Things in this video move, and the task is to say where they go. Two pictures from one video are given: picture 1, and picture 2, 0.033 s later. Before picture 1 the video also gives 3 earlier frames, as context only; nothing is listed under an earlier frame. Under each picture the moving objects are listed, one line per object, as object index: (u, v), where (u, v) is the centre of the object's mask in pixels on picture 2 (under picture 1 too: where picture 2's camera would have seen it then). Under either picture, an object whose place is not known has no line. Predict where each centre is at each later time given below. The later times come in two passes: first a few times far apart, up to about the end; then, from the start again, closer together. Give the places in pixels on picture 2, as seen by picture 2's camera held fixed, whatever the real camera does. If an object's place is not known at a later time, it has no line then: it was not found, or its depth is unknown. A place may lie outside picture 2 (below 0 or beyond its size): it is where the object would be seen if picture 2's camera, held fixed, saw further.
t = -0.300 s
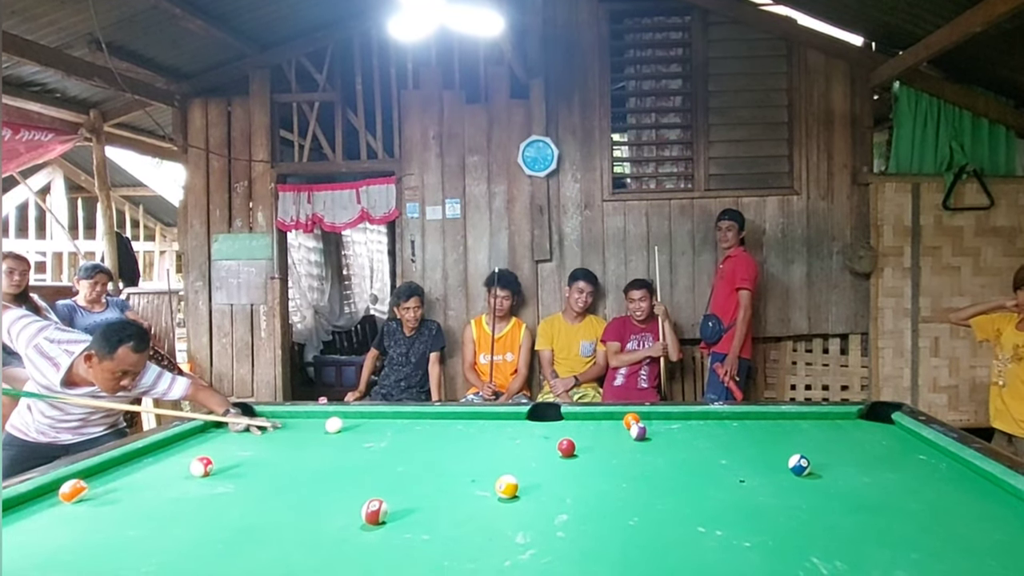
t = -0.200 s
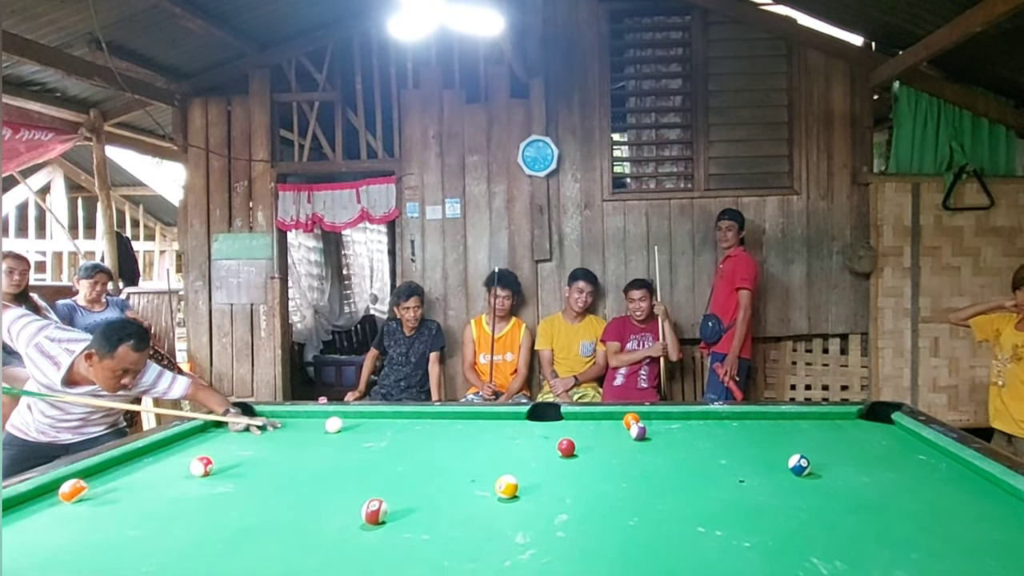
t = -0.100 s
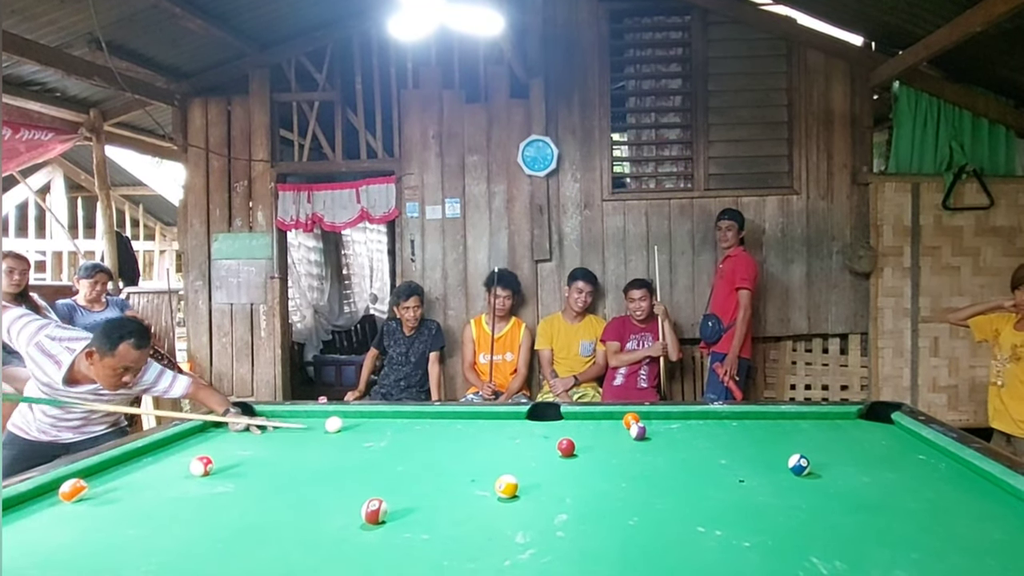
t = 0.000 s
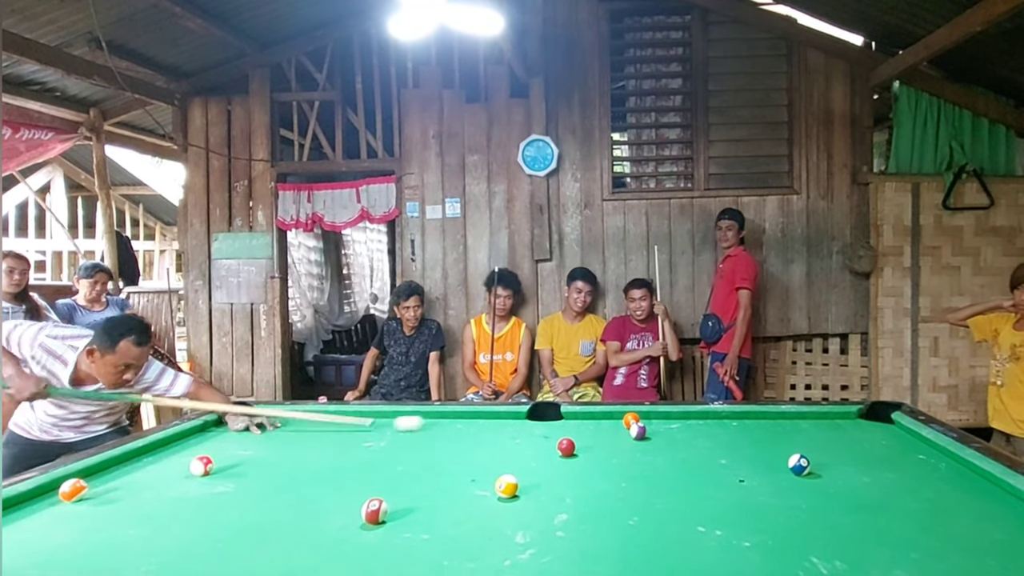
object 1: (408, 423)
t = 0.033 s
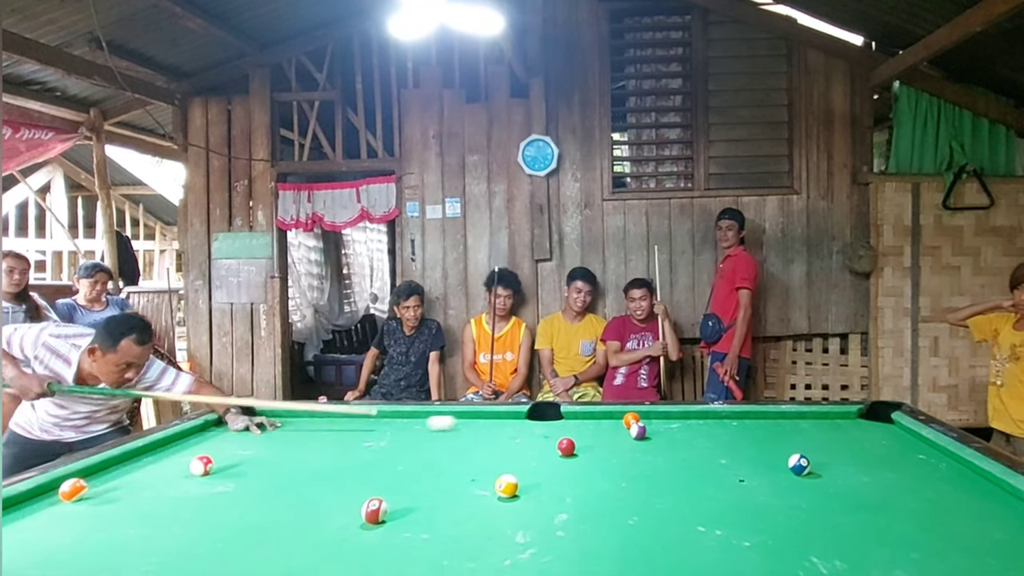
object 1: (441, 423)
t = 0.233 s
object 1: (614, 421)
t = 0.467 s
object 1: (603, 424)
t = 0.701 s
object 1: (588, 427)
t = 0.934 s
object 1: (574, 429)
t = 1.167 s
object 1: (562, 431)
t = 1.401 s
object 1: (550, 434)
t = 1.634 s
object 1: (539, 436)
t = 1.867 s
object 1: (530, 438)
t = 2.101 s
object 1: (522, 439)
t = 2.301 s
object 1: (515, 441)
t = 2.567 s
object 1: (509, 442)
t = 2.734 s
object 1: (506, 442)
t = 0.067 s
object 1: (472, 422)
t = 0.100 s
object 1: (503, 422)
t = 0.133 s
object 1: (534, 422)
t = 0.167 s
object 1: (563, 421)
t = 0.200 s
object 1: (591, 421)
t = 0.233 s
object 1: (614, 421)
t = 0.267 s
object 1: (615, 422)
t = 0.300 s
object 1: (614, 422)
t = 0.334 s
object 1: (612, 423)
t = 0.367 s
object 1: (610, 423)
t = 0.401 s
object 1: (607, 423)
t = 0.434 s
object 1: (605, 424)
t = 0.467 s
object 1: (603, 424)
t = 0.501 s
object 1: (601, 425)
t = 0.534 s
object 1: (599, 425)
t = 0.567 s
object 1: (597, 425)
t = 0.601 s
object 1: (595, 426)
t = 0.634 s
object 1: (592, 426)
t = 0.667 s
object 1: (590, 426)
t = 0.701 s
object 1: (588, 427)
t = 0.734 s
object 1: (586, 427)
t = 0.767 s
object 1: (585, 427)
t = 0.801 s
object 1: (582, 428)
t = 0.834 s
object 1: (580, 428)
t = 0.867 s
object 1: (578, 428)
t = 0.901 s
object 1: (576, 429)
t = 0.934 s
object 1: (574, 429)
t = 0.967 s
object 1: (572, 430)
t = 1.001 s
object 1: (570, 430)
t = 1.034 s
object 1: (569, 430)
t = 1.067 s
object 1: (567, 430)
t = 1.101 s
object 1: (566, 430)
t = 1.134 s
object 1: (563, 431)
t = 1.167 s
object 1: (562, 431)
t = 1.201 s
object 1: (560, 431)
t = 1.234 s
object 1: (558, 432)
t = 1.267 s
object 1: (556, 432)
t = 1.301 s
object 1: (555, 433)
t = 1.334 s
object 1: (553, 433)
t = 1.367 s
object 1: (551, 434)
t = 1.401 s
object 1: (550, 434)
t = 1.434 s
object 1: (548, 434)
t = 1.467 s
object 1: (547, 435)
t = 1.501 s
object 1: (545, 435)
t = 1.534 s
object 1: (544, 435)
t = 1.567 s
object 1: (542, 436)
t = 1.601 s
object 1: (540, 436)
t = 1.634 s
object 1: (539, 436)
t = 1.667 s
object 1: (538, 436)
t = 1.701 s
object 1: (536, 437)
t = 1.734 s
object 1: (535, 437)
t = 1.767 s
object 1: (533, 437)
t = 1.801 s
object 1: (532, 437)
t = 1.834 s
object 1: (531, 438)
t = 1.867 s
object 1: (530, 438)
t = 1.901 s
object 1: (529, 438)
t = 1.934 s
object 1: (528, 438)
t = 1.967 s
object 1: (526, 438)
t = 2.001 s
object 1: (526, 439)
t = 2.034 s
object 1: (524, 439)
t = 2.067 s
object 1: (523, 439)
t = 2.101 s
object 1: (522, 439)
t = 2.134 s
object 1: (521, 440)
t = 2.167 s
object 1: (520, 440)
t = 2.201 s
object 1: (519, 440)
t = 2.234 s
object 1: (517, 440)
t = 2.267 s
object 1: (516, 440)
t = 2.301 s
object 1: (515, 441)
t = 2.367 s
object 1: (514, 441)
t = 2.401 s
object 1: (513, 441)
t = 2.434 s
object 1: (512, 441)
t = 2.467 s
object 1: (512, 441)
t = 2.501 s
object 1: (511, 441)
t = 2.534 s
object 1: (510, 441)
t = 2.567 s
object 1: (509, 442)
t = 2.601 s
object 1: (509, 442)
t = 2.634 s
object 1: (508, 442)
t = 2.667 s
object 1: (507, 442)
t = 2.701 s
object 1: (507, 442)
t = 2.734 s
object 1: (506, 442)
